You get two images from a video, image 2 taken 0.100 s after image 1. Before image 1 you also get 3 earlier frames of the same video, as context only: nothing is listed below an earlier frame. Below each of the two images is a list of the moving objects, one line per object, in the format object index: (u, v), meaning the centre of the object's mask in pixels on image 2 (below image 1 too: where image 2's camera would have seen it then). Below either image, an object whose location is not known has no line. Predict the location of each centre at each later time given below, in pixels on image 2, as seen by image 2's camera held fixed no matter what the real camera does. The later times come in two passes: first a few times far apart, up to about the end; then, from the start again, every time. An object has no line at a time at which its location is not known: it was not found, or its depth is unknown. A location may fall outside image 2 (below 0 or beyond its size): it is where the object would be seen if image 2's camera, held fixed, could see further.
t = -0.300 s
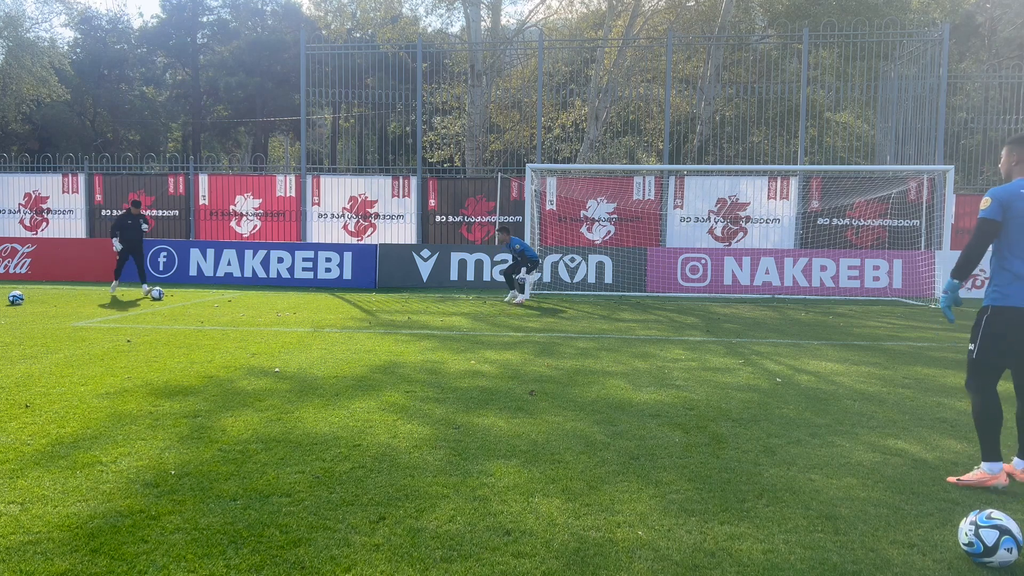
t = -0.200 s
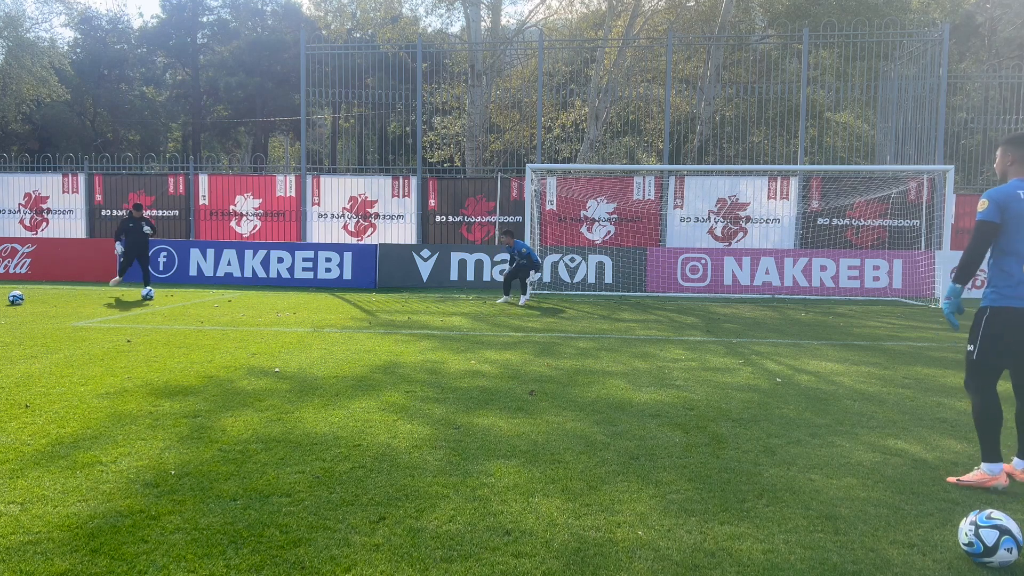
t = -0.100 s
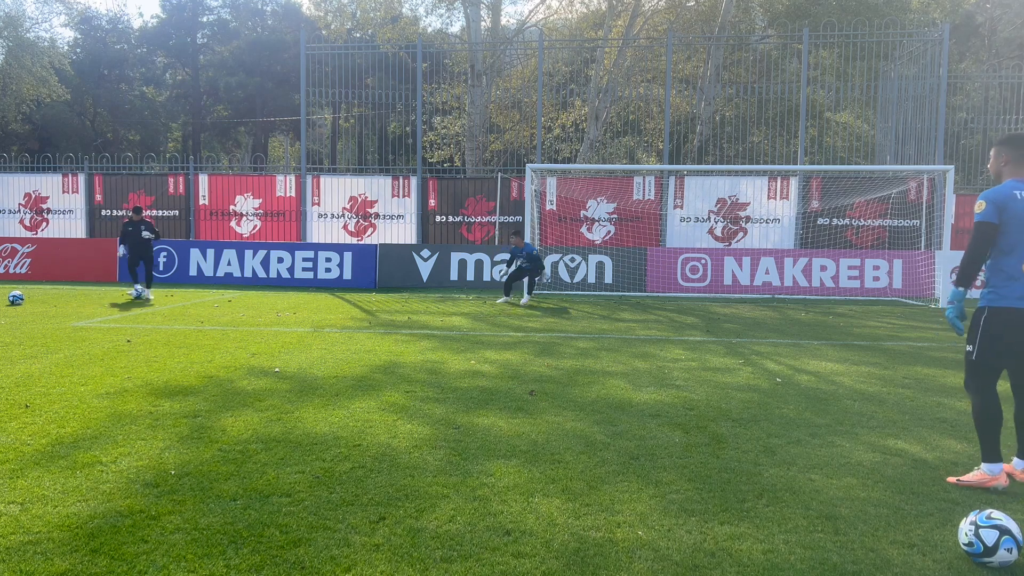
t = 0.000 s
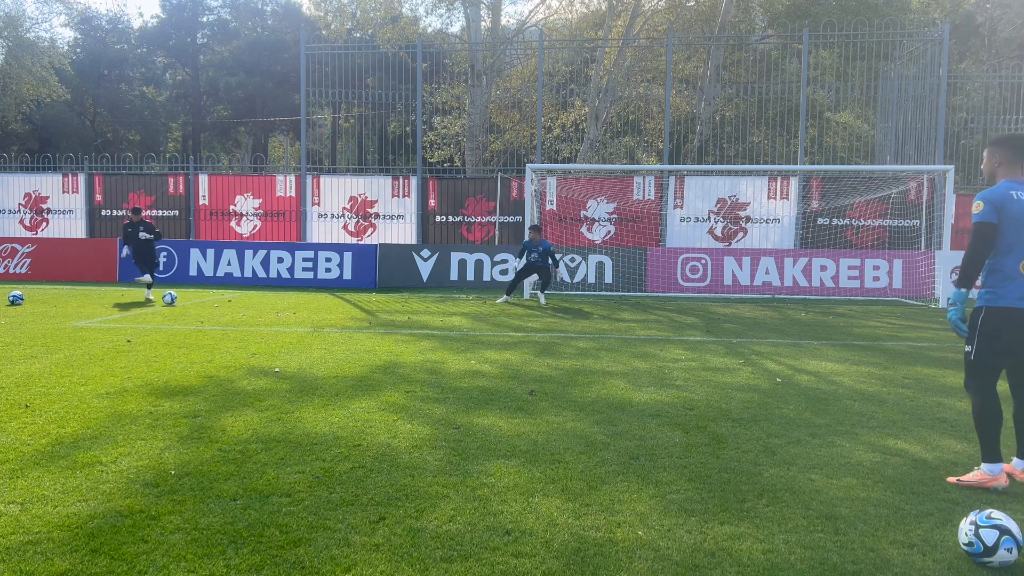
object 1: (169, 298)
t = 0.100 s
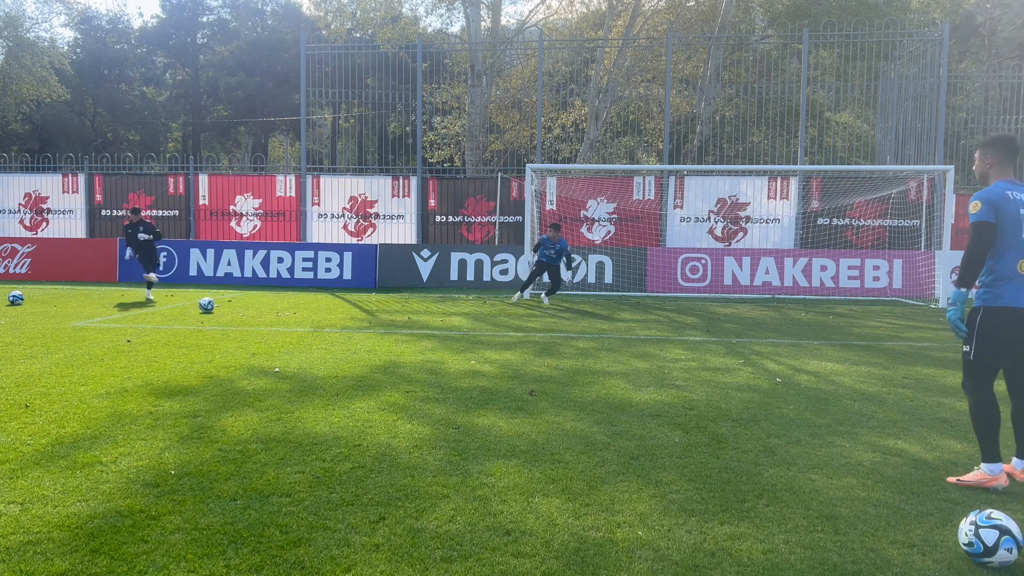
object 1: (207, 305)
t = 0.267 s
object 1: (279, 319)
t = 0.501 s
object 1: (399, 336)
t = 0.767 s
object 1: (564, 363)
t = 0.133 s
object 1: (220, 307)
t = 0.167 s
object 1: (234, 309)
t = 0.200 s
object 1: (248, 312)
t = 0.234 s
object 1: (263, 316)
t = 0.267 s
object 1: (279, 319)
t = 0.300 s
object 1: (294, 320)
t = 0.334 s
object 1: (310, 322)
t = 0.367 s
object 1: (328, 325)
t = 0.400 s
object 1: (345, 329)
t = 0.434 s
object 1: (363, 332)
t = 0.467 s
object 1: (380, 333)
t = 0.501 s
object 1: (399, 336)
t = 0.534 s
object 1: (419, 340)
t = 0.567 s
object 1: (438, 343)
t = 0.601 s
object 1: (458, 346)
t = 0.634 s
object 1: (477, 349)
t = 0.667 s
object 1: (499, 352)
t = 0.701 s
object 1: (520, 355)
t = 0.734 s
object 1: (541, 359)
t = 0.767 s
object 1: (564, 363)
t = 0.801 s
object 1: (587, 366)
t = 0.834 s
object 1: (611, 370)
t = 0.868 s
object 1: (635, 374)
